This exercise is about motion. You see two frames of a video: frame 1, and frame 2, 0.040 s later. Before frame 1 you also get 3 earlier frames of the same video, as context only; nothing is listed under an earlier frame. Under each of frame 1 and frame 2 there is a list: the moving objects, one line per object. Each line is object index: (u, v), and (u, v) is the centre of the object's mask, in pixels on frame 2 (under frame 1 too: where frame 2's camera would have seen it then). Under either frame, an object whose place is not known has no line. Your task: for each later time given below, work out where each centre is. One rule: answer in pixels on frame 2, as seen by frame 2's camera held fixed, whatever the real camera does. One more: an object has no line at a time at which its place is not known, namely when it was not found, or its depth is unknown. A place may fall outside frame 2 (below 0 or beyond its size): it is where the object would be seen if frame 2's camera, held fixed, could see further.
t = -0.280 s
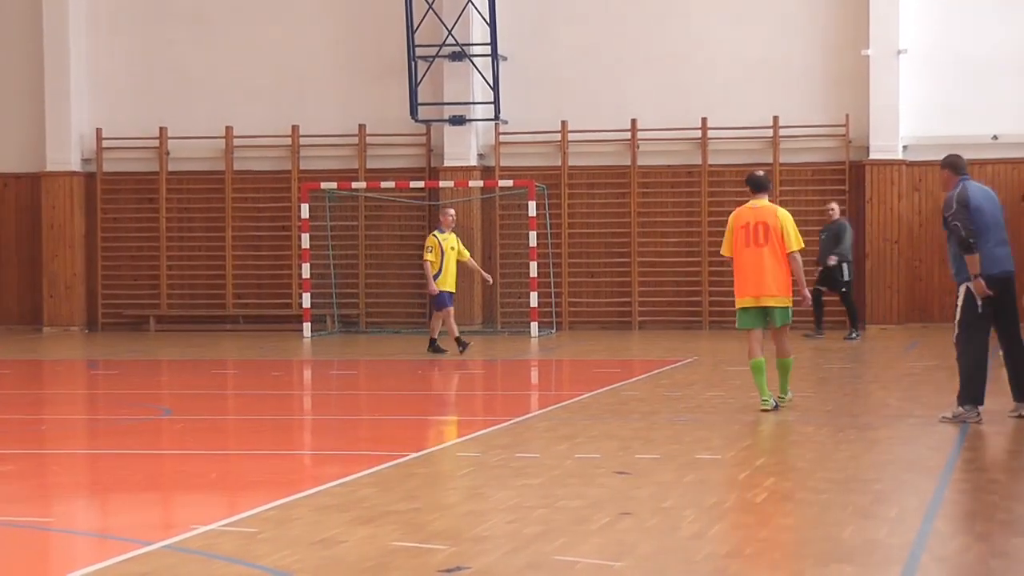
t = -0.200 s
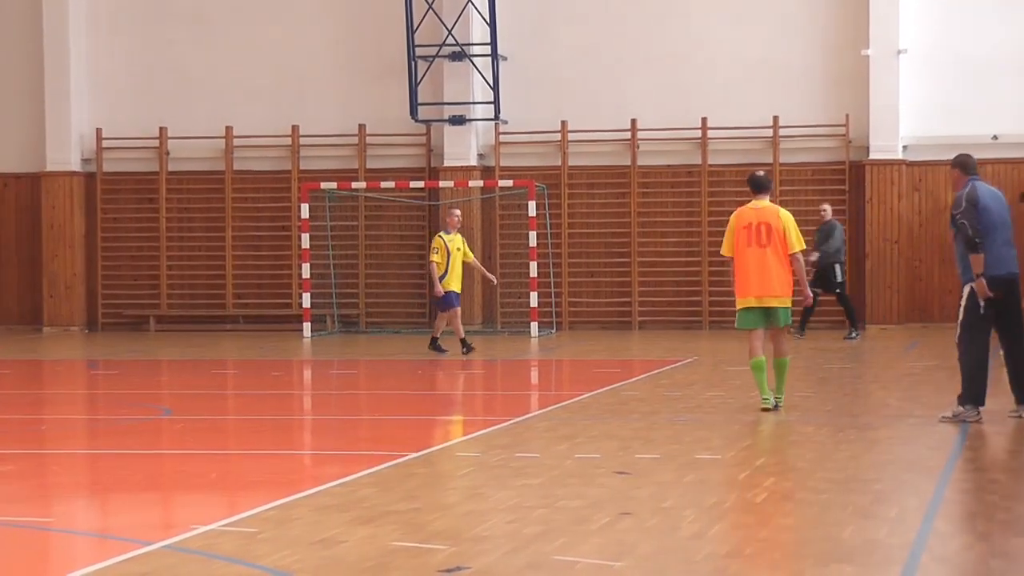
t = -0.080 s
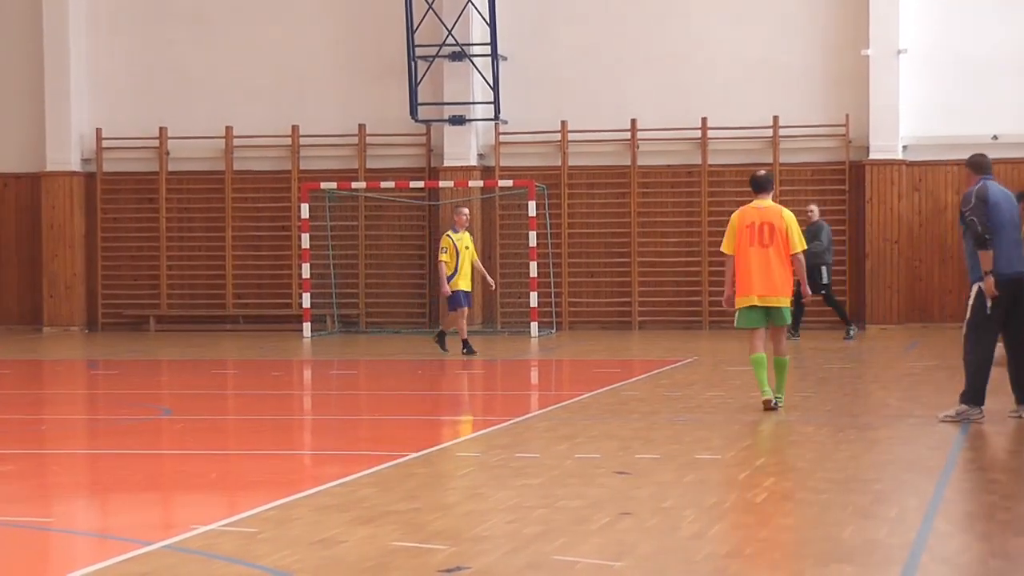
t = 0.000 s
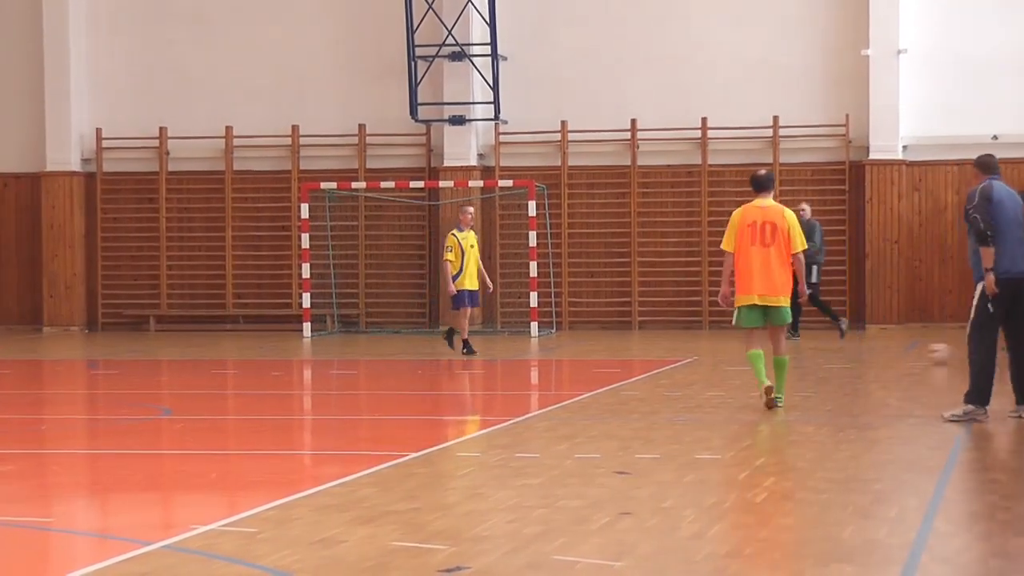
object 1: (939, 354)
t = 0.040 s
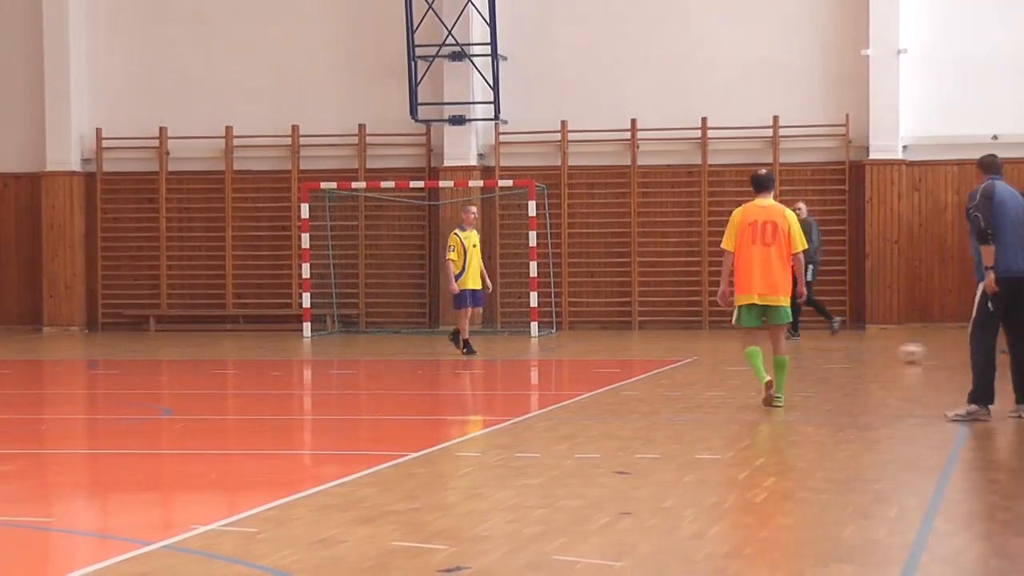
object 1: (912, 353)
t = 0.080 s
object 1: (885, 353)
